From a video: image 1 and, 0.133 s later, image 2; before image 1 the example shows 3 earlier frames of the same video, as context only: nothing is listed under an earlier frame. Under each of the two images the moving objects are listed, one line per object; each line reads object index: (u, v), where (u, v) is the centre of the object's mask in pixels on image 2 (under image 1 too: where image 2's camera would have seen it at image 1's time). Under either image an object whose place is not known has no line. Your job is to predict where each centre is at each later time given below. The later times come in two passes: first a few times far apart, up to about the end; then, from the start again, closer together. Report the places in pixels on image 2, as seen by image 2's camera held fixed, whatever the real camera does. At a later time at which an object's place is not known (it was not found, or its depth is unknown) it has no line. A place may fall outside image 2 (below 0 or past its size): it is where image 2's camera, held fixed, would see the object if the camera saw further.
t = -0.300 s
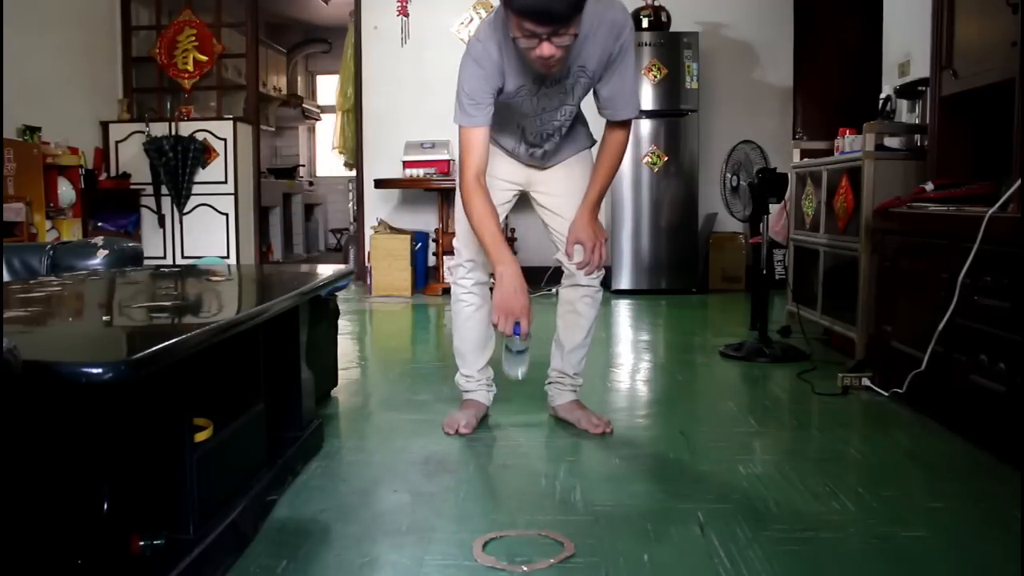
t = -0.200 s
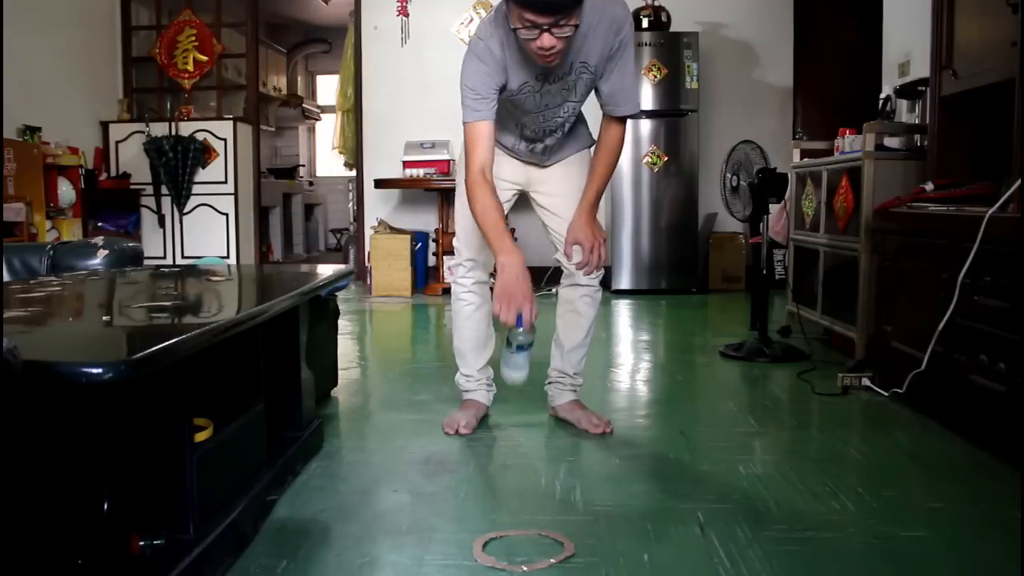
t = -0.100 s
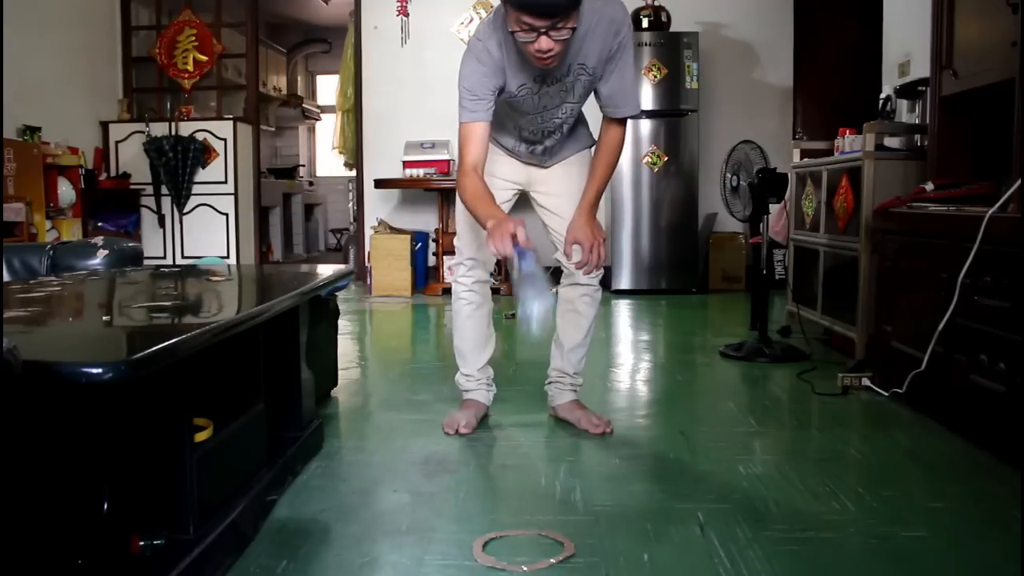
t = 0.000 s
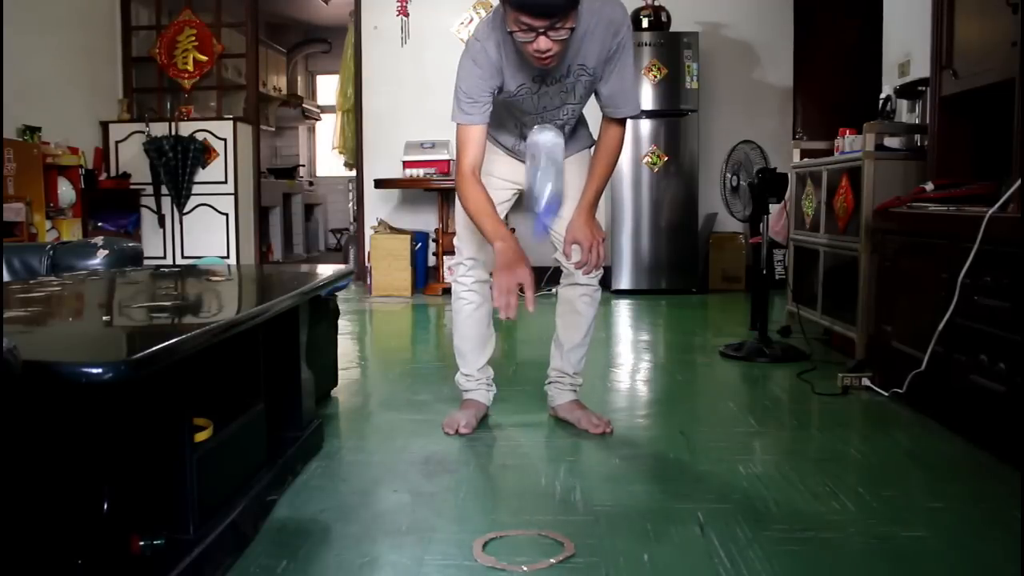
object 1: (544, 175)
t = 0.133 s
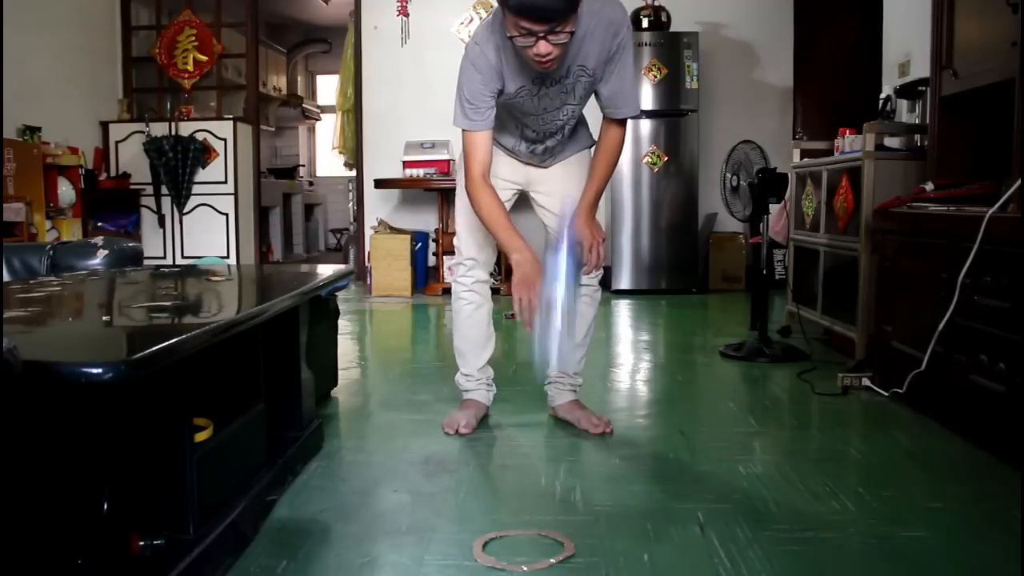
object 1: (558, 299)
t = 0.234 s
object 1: (558, 546)
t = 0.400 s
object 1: (560, 552)
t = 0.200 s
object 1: (559, 527)
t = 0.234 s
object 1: (558, 546)
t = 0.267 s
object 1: (557, 551)
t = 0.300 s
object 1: (558, 553)
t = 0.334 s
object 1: (559, 552)
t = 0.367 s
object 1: (559, 553)
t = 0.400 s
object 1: (560, 552)
